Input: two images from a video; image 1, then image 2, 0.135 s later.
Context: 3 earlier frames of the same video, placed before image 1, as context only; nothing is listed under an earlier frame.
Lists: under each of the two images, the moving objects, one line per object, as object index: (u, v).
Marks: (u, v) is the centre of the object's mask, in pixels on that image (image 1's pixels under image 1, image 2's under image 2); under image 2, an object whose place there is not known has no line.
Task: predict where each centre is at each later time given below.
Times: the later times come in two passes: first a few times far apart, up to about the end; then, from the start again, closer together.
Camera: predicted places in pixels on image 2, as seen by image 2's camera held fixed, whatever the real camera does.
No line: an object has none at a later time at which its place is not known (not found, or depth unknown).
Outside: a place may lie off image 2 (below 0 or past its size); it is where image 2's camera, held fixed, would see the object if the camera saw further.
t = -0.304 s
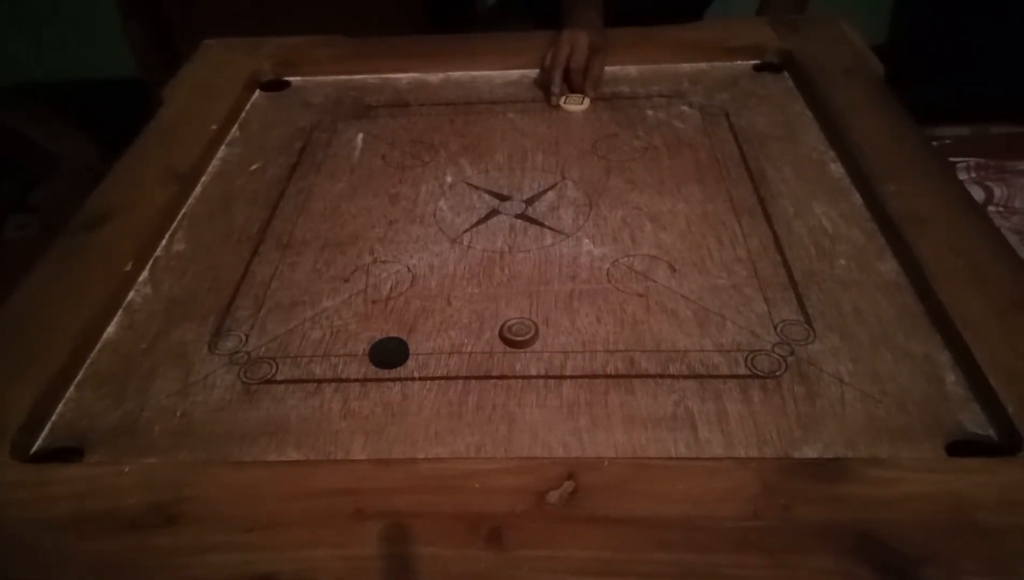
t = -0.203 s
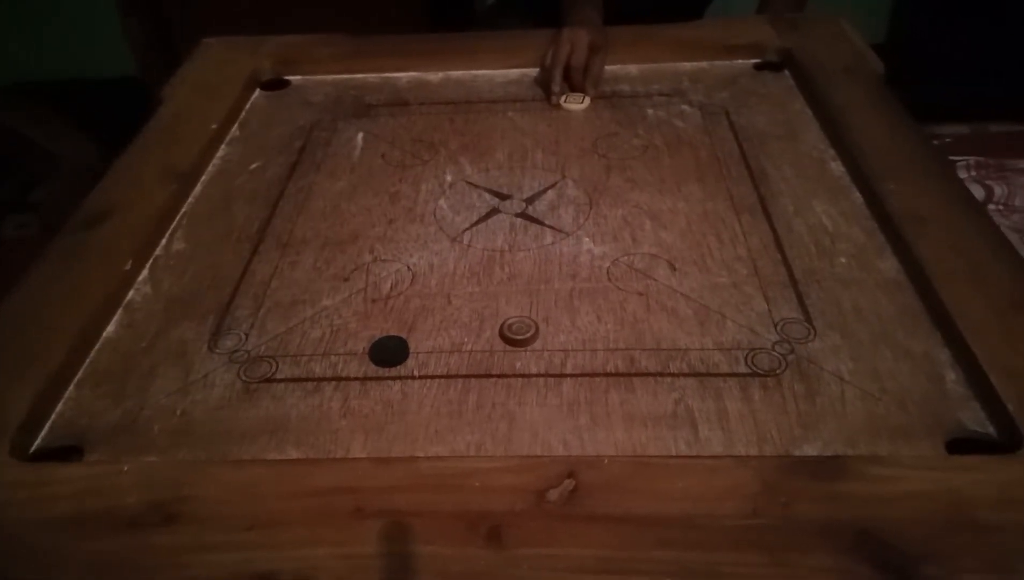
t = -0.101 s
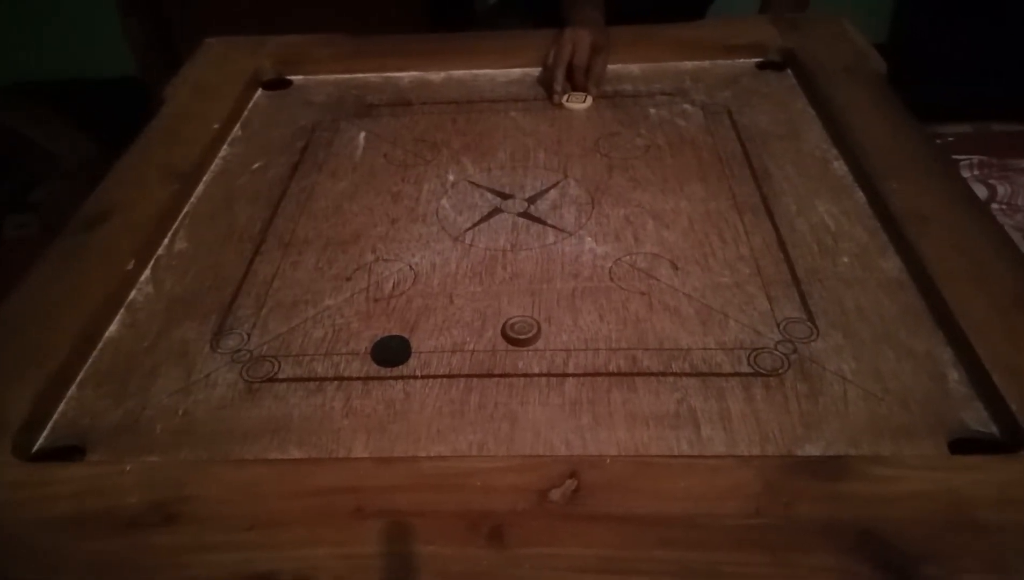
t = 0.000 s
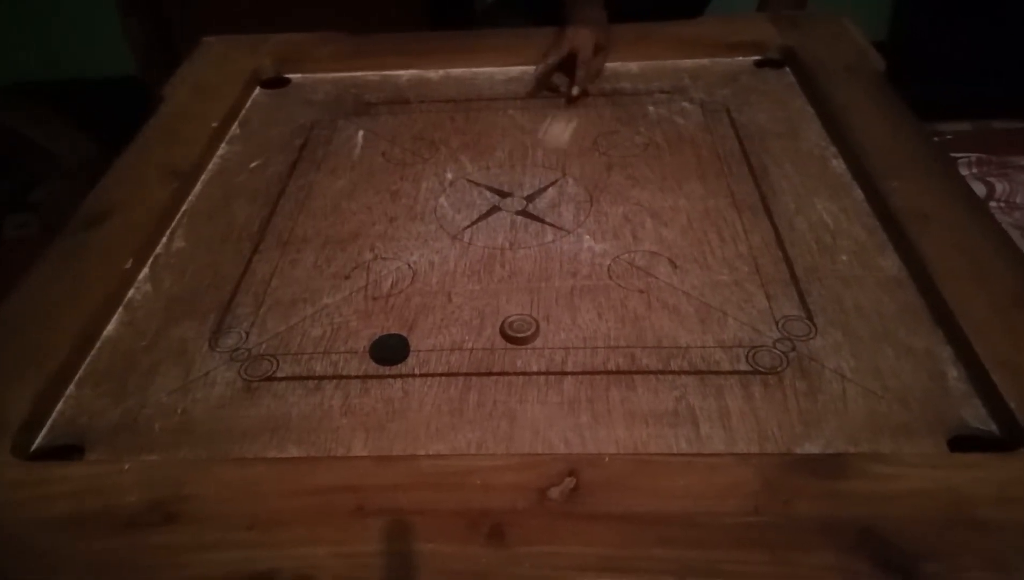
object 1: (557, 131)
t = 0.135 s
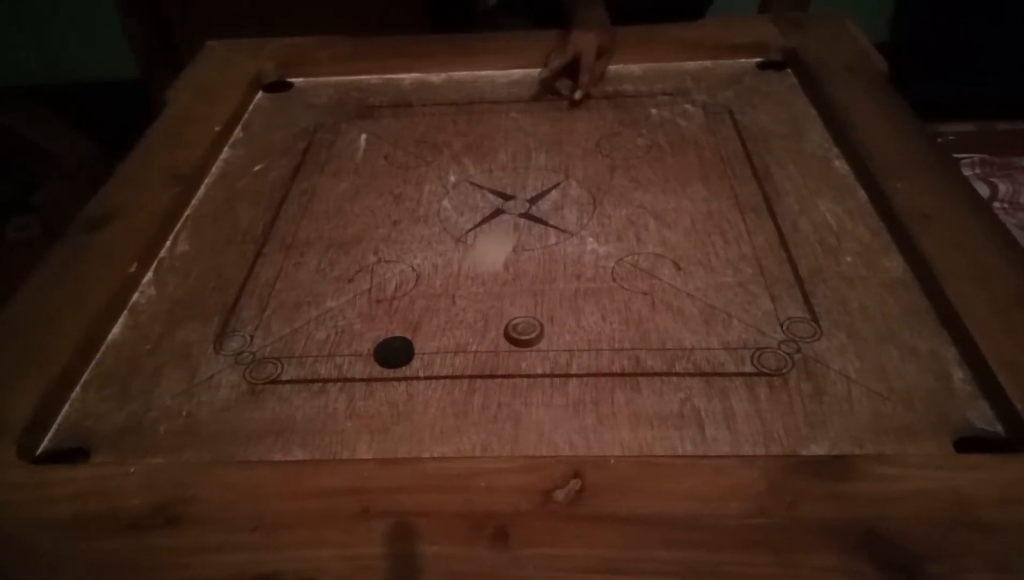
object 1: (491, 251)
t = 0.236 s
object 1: (433, 366)
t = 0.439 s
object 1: (428, 363)
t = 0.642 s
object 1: (431, 305)
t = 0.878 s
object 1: (430, 301)
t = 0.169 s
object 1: (468, 289)
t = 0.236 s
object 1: (433, 366)
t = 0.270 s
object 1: (427, 409)
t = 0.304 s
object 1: (421, 438)
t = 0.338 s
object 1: (423, 425)
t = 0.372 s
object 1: (425, 401)
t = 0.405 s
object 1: (427, 380)
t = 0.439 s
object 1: (428, 363)
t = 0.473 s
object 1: (429, 348)
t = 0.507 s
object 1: (430, 337)
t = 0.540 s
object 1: (430, 325)
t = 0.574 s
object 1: (430, 316)
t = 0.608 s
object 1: (430, 310)
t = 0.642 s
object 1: (431, 305)
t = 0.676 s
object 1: (431, 302)
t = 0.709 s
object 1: (431, 301)
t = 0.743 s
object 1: (430, 301)
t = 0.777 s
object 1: (430, 301)
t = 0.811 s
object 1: (430, 301)
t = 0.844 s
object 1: (431, 301)
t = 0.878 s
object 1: (430, 301)
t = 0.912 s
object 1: (430, 301)
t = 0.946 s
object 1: (431, 300)
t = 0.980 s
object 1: (431, 300)
